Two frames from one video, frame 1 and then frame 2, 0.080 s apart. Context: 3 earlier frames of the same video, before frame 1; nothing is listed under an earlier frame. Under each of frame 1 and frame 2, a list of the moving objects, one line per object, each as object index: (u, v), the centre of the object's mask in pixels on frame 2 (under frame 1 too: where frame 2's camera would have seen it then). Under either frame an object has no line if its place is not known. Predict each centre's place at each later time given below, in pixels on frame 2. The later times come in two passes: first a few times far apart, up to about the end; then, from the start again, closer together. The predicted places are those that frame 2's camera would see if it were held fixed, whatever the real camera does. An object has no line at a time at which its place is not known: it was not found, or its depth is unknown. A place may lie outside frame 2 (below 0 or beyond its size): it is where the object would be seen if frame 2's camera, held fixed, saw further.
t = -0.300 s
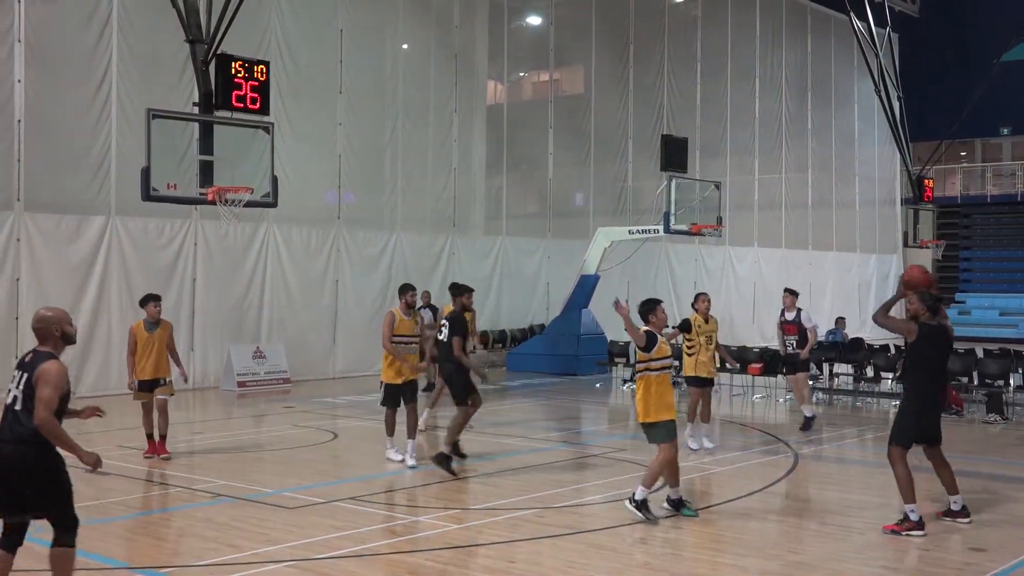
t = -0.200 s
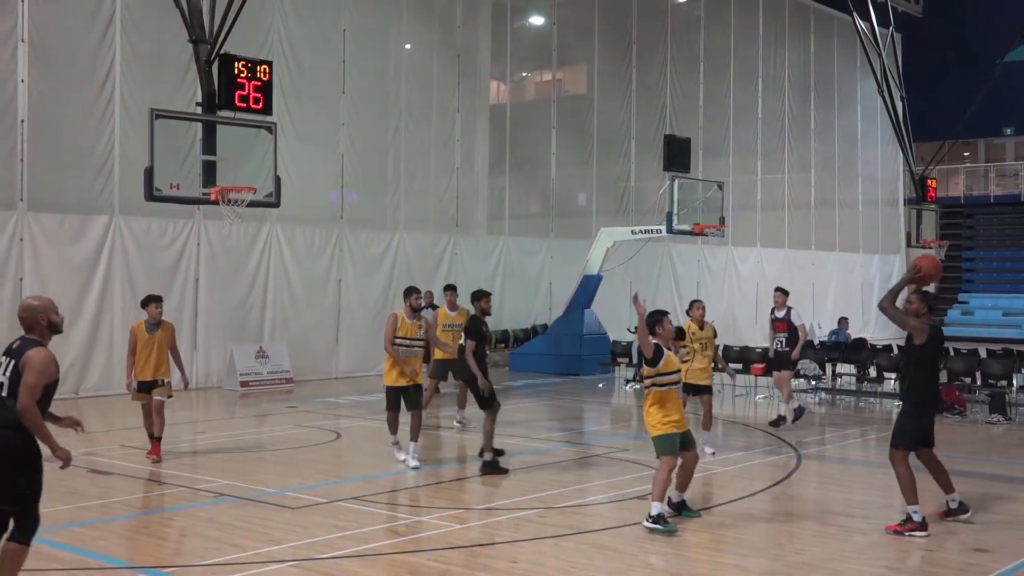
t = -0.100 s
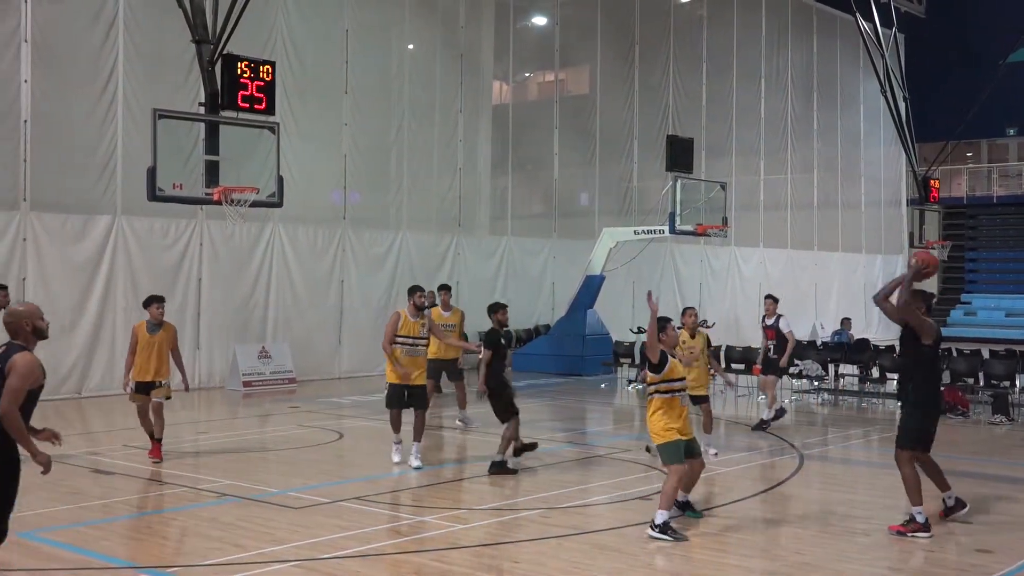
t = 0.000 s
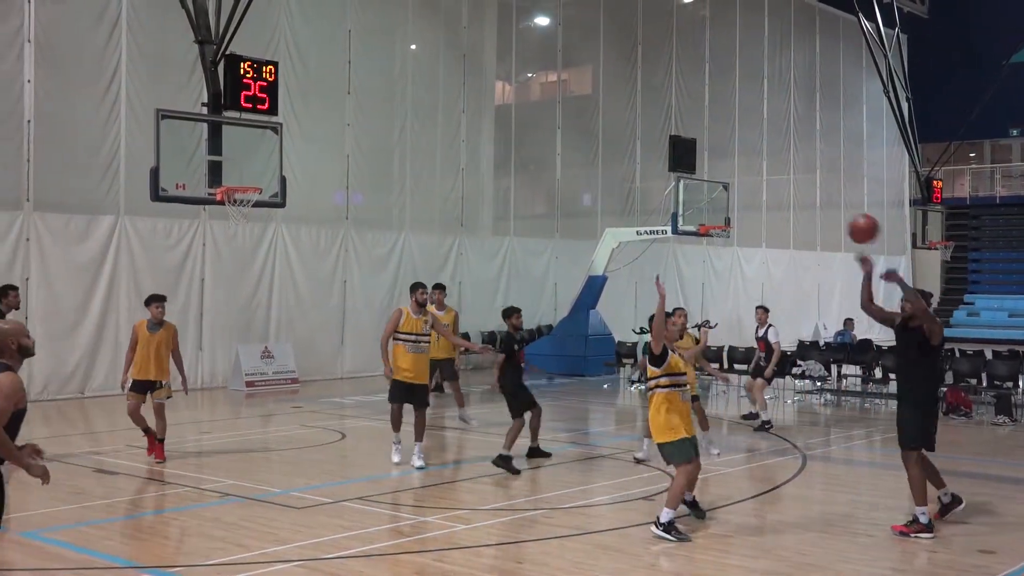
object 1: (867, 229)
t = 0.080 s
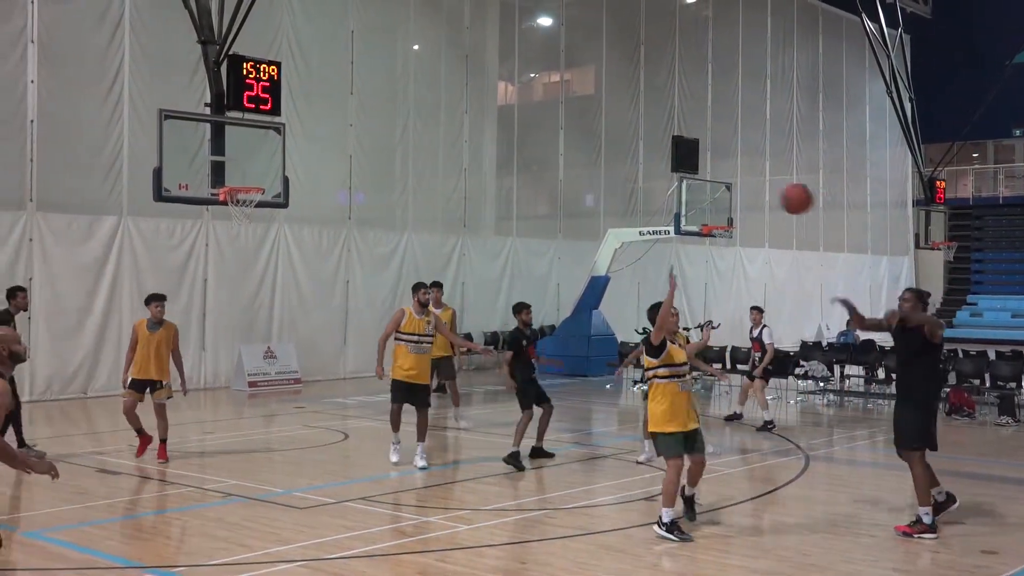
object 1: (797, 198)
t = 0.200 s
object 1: (685, 166)
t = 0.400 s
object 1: (481, 153)
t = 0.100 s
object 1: (778, 192)
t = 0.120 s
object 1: (760, 186)
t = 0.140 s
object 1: (742, 180)
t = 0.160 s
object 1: (724, 175)
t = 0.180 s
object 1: (705, 170)
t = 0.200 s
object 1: (685, 166)
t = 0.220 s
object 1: (666, 163)
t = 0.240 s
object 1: (646, 160)
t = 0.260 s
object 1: (627, 157)
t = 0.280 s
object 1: (607, 155)
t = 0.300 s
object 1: (587, 153)
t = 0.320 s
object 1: (567, 152)
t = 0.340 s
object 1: (546, 152)
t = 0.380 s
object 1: (503, 152)
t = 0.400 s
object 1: (481, 153)
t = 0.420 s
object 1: (459, 154)
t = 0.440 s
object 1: (437, 156)
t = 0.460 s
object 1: (414, 159)
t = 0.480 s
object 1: (391, 163)
